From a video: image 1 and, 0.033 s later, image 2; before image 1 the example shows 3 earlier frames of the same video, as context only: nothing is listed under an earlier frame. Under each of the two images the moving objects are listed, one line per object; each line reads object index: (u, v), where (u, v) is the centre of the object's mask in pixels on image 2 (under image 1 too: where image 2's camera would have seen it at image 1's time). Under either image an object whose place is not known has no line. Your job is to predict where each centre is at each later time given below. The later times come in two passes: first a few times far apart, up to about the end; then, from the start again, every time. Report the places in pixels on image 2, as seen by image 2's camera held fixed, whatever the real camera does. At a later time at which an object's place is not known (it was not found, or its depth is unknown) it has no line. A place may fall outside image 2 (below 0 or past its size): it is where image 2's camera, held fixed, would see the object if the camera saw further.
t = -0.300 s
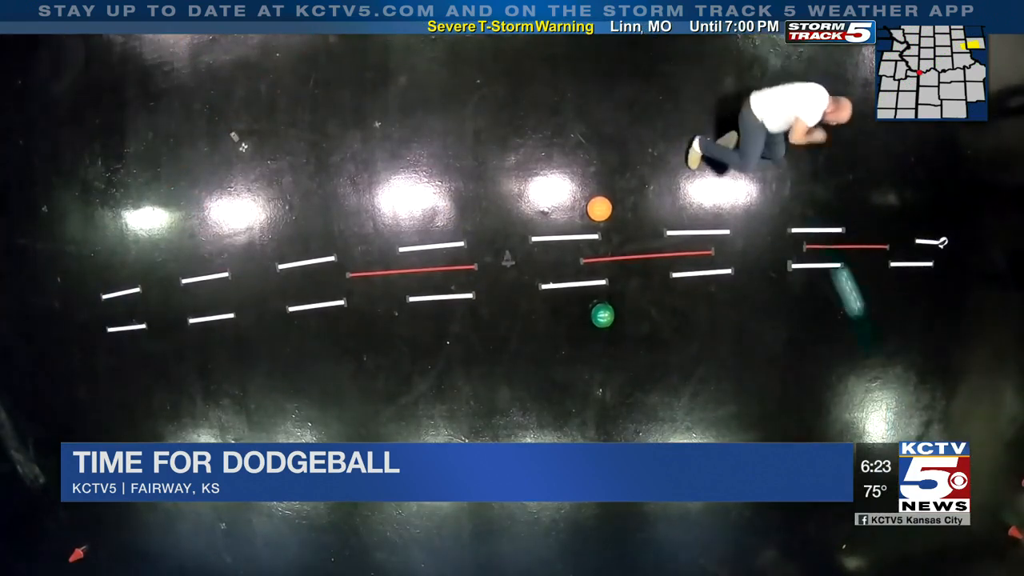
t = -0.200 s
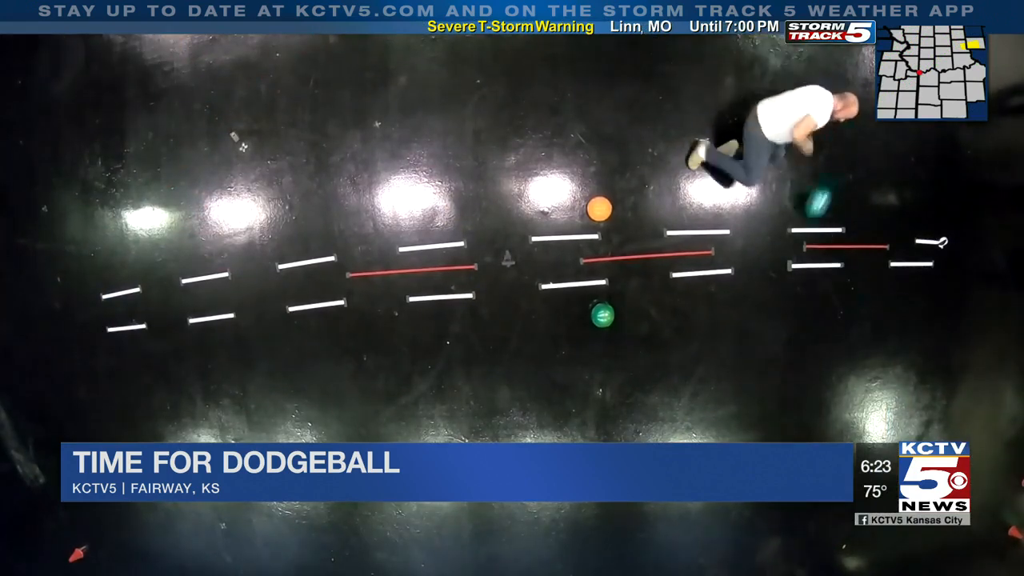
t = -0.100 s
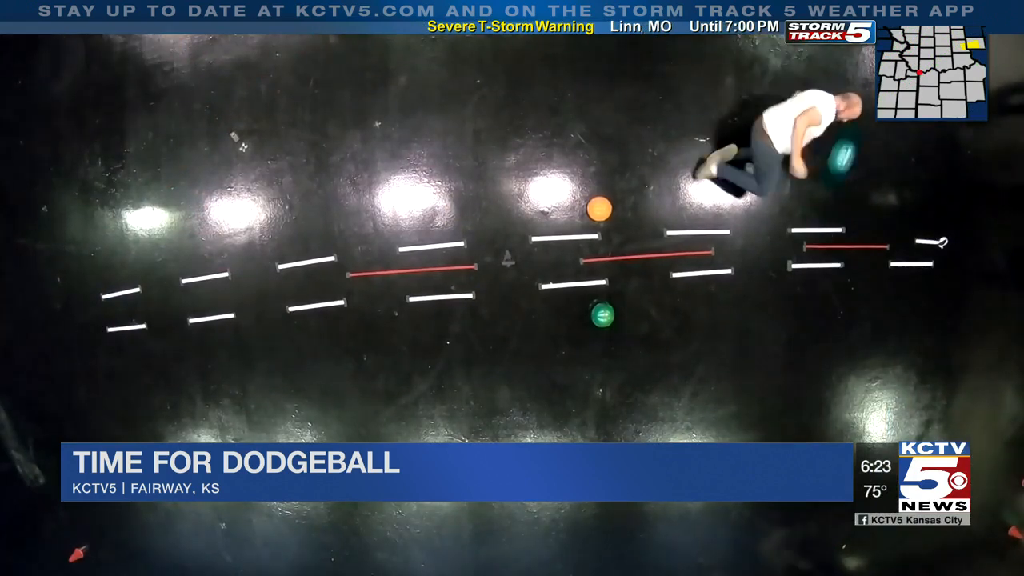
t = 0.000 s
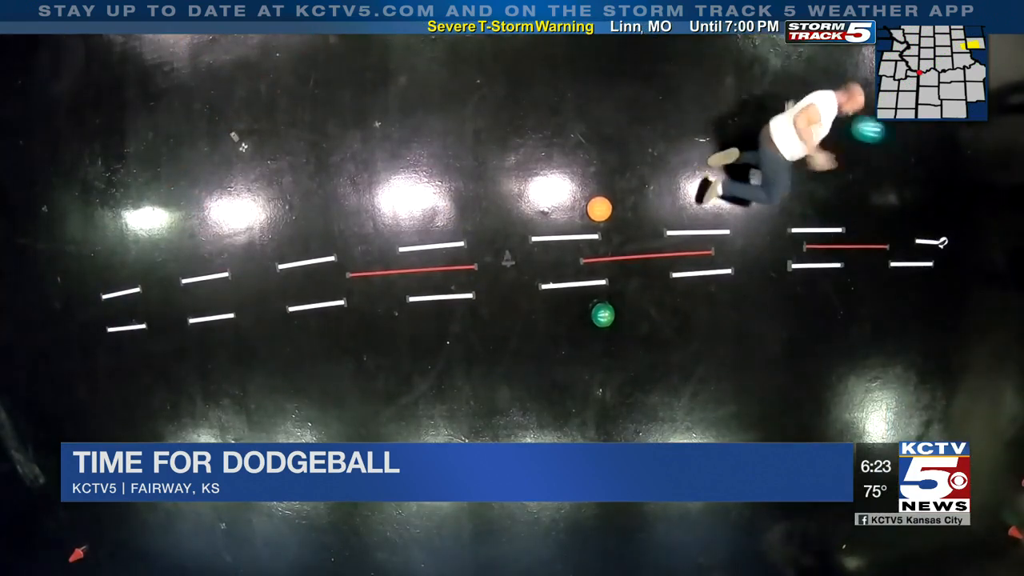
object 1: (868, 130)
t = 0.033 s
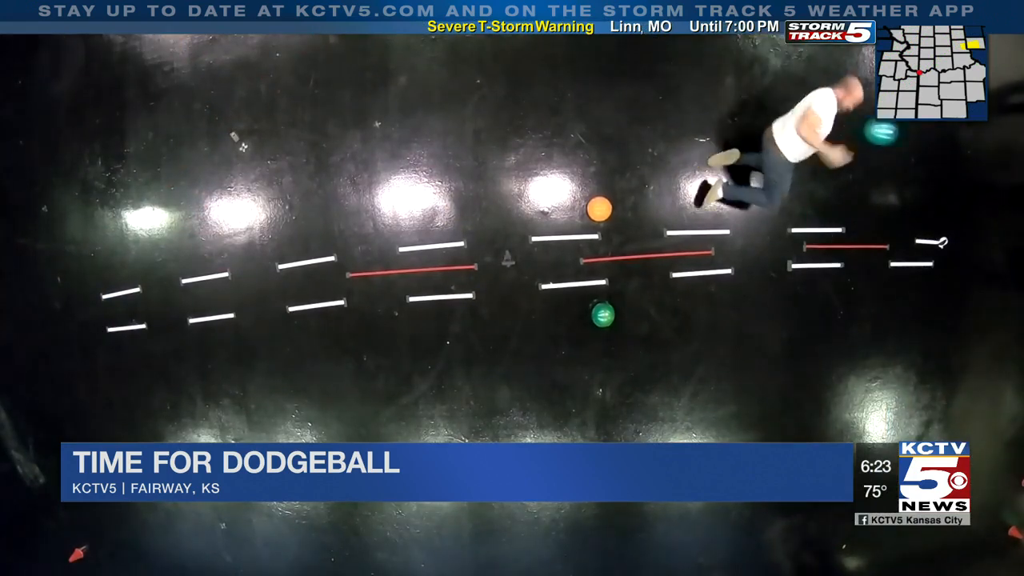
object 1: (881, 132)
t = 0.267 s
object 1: (943, 153)
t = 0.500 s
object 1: (959, 177)
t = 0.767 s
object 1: (928, 201)
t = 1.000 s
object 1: (939, 199)
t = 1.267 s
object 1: (987, 180)
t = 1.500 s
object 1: (991, 163)
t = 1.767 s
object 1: (974, 151)
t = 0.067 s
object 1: (892, 134)
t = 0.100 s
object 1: (903, 136)
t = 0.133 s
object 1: (911, 138)
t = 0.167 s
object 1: (920, 142)
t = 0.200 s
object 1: (928, 146)
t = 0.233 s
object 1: (936, 150)
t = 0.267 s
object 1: (943, 153)
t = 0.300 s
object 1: (948, 156)
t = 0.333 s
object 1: (952, 159)
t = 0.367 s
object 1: (954, 163)
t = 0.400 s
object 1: (957, 167)
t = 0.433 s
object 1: (958, 171)
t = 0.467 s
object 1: (959, 175)
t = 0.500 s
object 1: (959, 177)
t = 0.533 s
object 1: (957, 180)
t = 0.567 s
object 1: (955, 183)
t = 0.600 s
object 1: (951, 187)
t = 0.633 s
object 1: (948, 191)
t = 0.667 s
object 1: (944, 194)
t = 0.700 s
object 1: (939, 197)
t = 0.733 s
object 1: (934, 199)
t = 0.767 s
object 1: (928, 201)
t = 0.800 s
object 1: (921, 203)
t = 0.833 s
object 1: (914, 205)
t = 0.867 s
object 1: (908, 207)
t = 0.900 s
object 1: (909, 207)
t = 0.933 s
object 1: (919, 205)
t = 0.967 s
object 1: (929, 202)
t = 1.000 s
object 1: (939, 199)
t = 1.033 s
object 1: (947, 197)
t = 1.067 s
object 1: (955, 194)
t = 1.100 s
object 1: (962, 191)
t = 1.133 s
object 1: (968, 189)
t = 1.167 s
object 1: (974, 187)
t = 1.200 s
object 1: (979, 184)
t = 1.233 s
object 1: (983, 182)
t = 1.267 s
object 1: (987, 180)
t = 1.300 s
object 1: (990, 177)
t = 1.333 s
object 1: (992, 175)
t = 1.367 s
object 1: (994, 173)
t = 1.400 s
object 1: (994, 170)
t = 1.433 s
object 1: (994, 168)
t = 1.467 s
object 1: (993, 165)
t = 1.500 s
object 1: (991, 163)
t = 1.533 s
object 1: (988, 161)
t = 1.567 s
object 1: (984, 159)
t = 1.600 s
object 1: (980, 158)
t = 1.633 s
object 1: (975, 157)
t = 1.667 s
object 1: (970, 156)
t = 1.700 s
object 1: (965, 155)
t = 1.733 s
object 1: (965, 154)
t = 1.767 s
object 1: (974, 151)
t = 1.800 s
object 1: (982, 149)
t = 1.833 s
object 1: (990, 146)
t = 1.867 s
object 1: (996, 144)
